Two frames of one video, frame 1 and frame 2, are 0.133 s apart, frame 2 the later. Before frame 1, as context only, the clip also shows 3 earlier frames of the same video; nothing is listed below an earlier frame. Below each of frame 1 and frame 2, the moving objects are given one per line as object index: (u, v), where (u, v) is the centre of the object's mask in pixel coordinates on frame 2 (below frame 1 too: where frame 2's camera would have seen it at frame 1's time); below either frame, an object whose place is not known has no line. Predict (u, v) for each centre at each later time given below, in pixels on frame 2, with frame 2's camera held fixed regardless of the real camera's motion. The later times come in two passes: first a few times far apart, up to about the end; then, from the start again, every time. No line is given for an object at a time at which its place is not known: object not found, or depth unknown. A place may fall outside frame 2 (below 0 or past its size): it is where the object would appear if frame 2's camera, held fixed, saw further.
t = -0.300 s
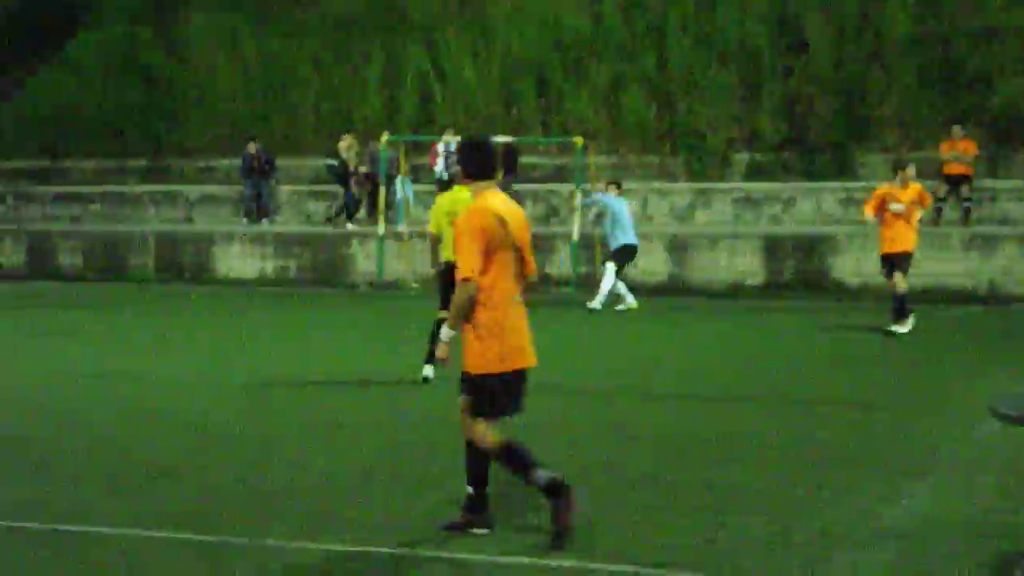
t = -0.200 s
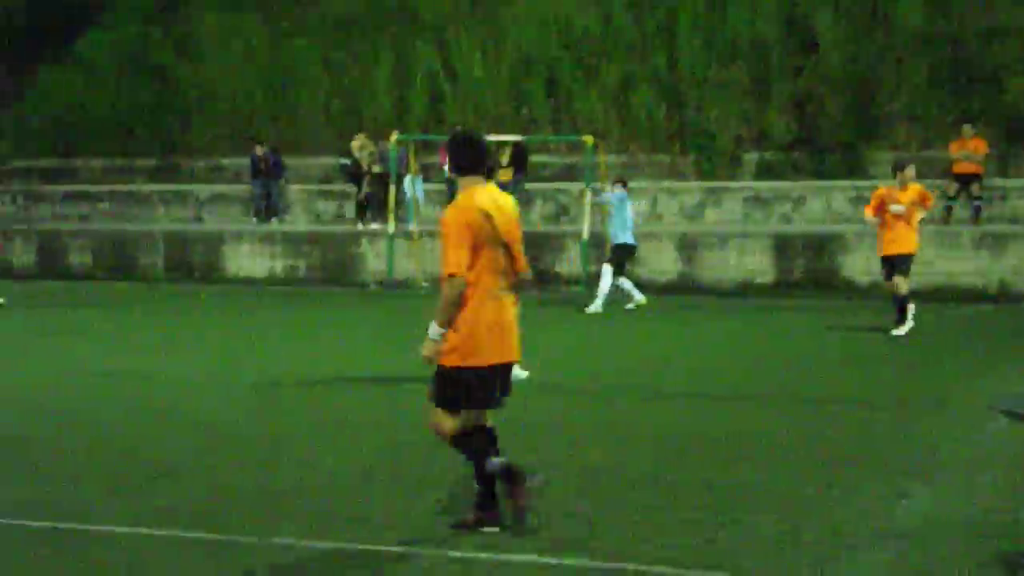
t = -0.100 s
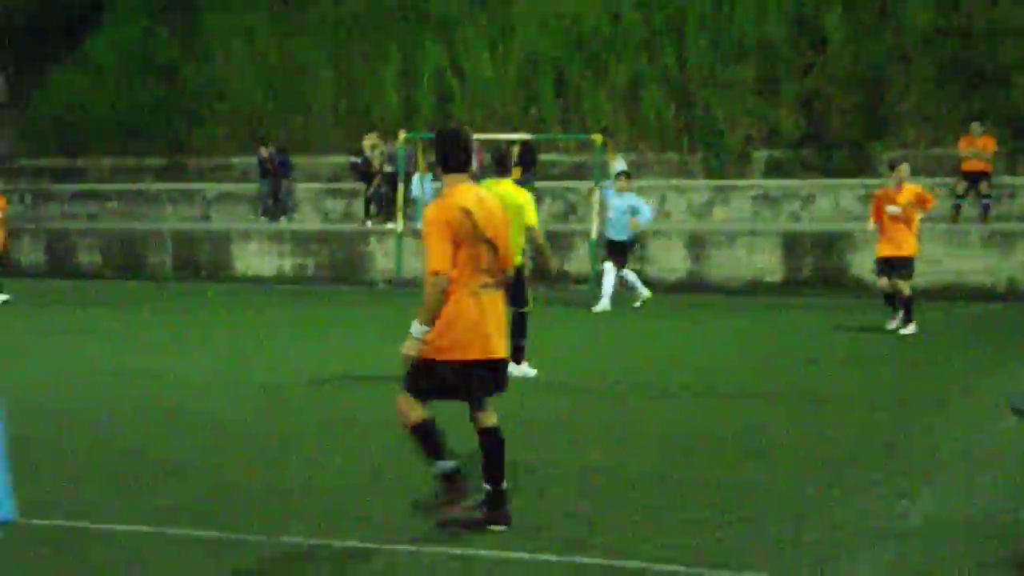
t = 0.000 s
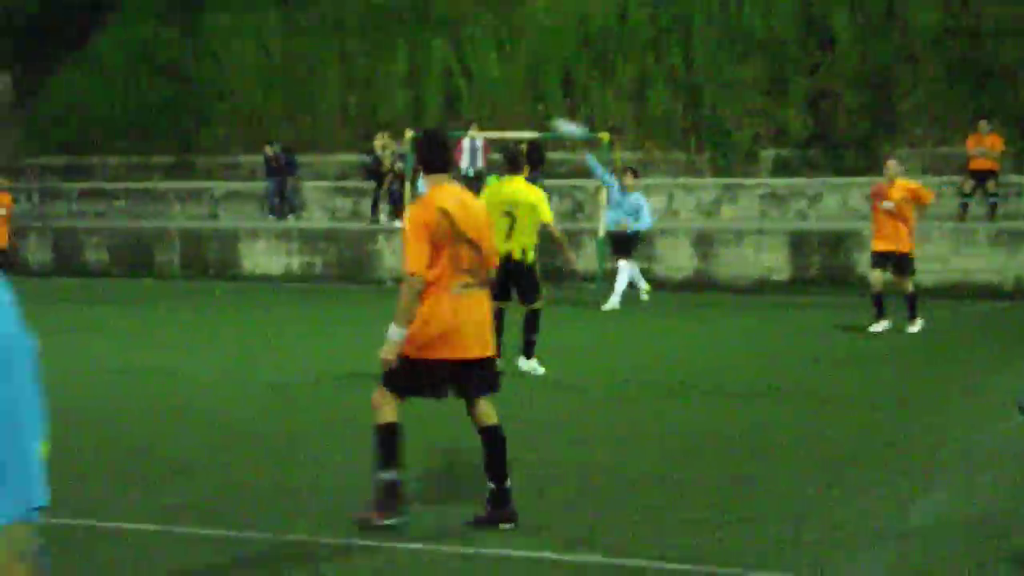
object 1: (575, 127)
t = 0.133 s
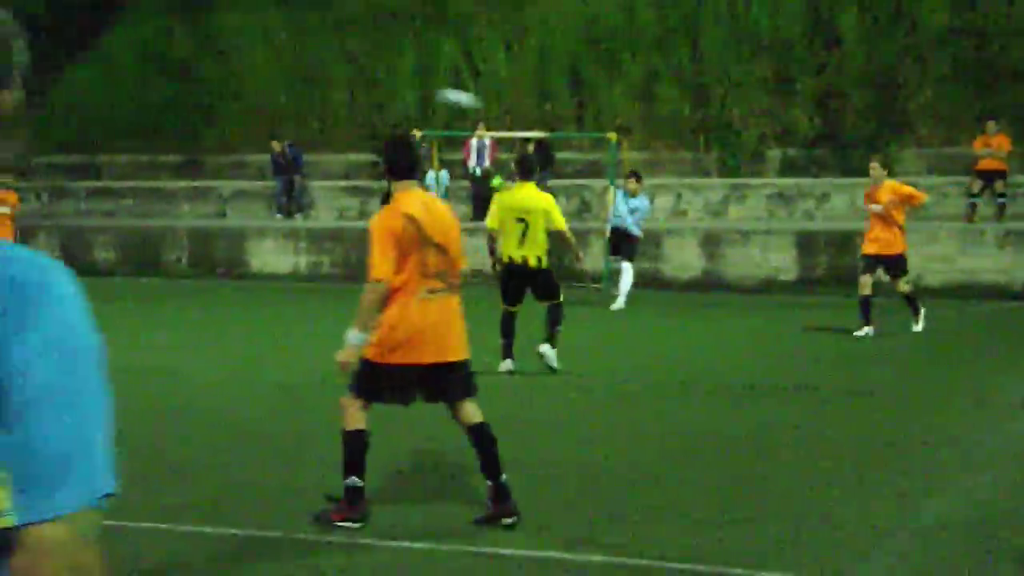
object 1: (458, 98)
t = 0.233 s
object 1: (356, 80)
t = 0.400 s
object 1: (171, 65)
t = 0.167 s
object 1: (425, 92)
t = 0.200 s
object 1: (392, 86)
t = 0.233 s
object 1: (356, 80)
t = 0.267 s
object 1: (319, 76)
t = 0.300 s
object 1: (283, 73)
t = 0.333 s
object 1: (245, 69)
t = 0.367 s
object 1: (213, 67)
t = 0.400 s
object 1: (171, 65)
